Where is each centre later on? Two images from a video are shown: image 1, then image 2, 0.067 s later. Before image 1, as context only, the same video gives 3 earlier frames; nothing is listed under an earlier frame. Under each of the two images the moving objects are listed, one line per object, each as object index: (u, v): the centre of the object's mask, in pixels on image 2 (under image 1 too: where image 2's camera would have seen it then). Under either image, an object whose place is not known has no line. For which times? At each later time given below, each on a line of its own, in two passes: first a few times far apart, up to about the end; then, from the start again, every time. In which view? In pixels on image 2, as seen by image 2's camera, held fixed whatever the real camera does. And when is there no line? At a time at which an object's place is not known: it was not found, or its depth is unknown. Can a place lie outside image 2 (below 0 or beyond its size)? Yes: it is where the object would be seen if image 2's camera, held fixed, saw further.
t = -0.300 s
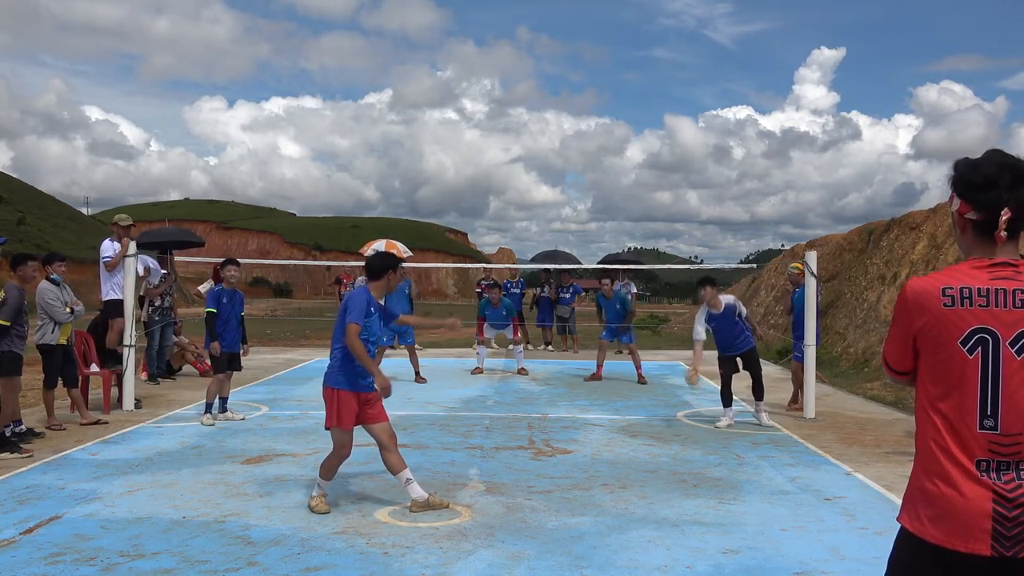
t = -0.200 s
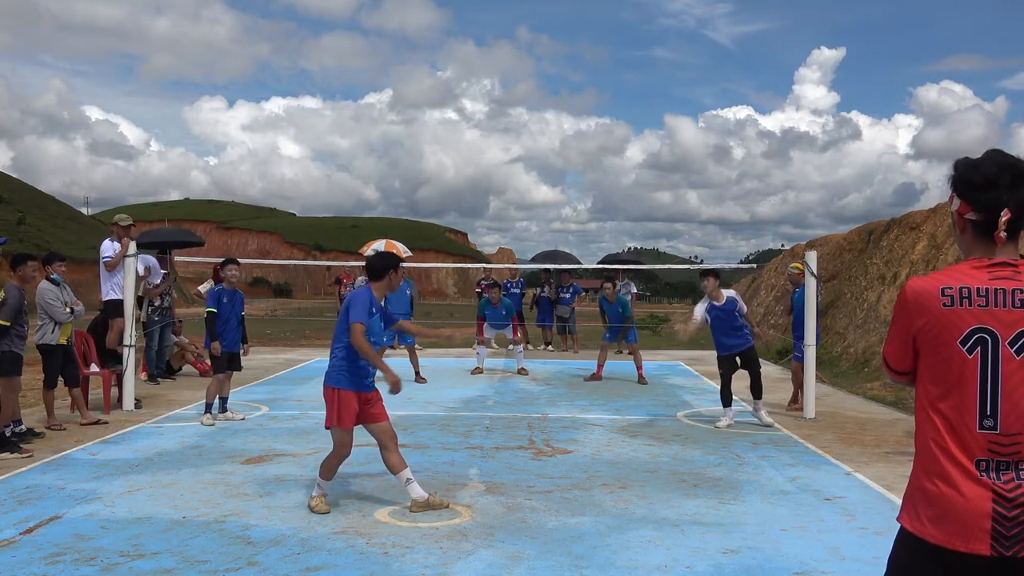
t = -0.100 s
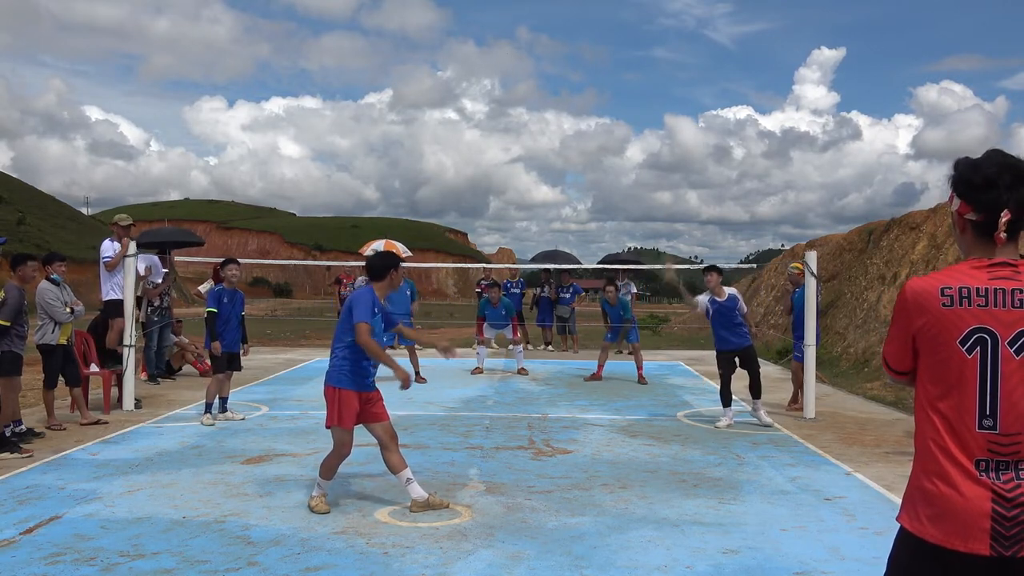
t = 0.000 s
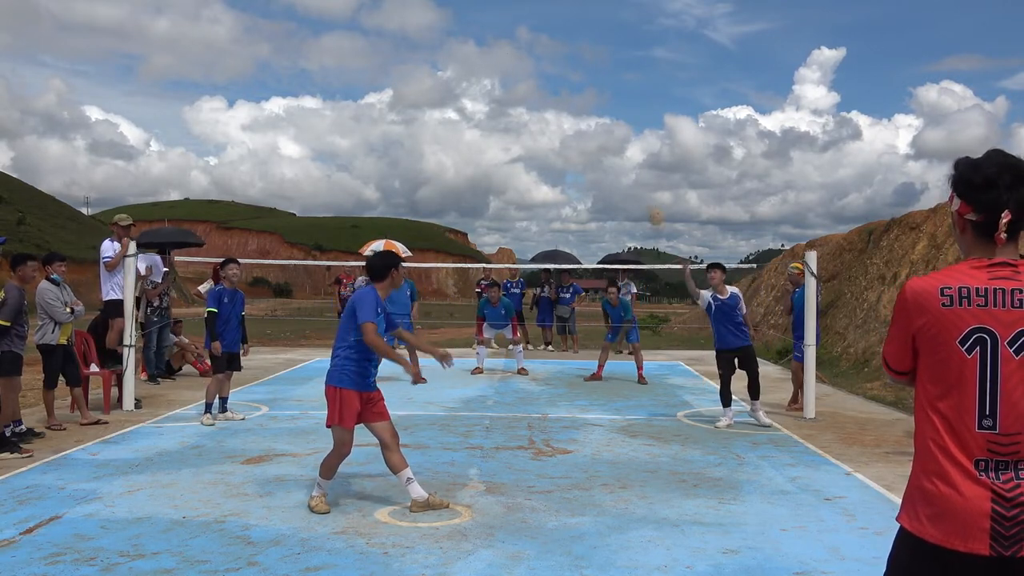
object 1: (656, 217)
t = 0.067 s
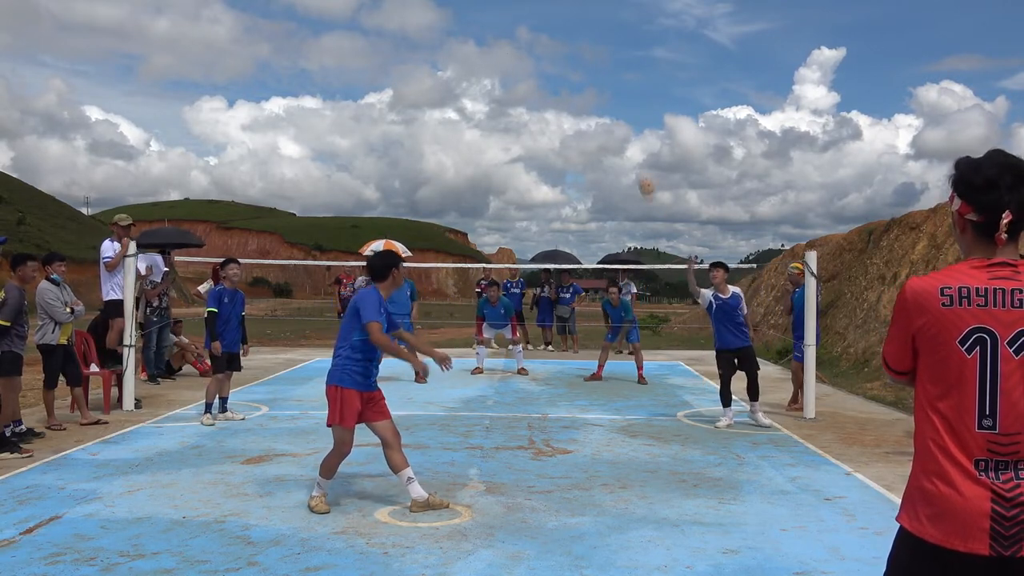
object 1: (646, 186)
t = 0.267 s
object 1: (616, 120)
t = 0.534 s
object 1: (566, 101)
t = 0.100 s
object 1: (641, 172)
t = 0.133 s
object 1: (636, 160)
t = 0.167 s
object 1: (631, 148)
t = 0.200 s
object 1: (626, 137)
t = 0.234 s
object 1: (621, 128)
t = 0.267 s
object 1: (616, 120)
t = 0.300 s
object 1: (610, 112)
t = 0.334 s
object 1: (604, 107)
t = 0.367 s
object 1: (598, 103)
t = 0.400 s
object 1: (592, 99)
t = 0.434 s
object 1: (586, 97)
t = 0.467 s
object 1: (579, 97)
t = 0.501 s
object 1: (573, 98)
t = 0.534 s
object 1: (566, 101)
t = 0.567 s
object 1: (559, 105)
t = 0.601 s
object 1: (551, 112)
